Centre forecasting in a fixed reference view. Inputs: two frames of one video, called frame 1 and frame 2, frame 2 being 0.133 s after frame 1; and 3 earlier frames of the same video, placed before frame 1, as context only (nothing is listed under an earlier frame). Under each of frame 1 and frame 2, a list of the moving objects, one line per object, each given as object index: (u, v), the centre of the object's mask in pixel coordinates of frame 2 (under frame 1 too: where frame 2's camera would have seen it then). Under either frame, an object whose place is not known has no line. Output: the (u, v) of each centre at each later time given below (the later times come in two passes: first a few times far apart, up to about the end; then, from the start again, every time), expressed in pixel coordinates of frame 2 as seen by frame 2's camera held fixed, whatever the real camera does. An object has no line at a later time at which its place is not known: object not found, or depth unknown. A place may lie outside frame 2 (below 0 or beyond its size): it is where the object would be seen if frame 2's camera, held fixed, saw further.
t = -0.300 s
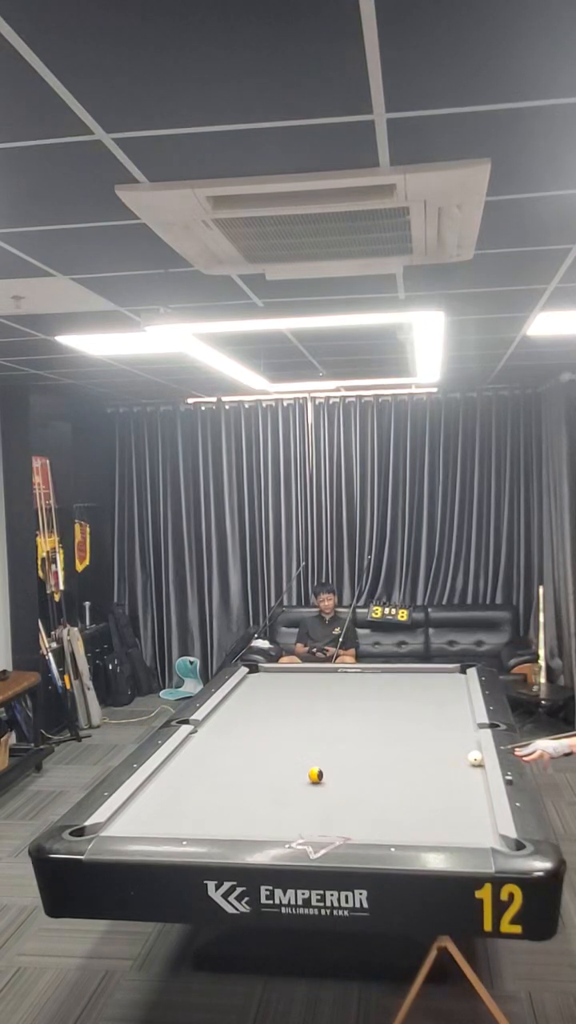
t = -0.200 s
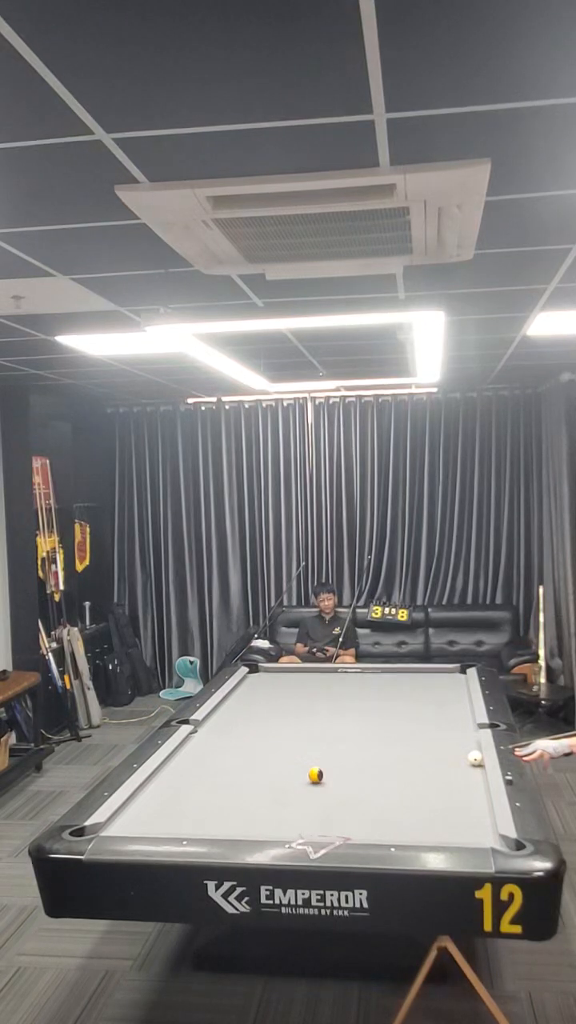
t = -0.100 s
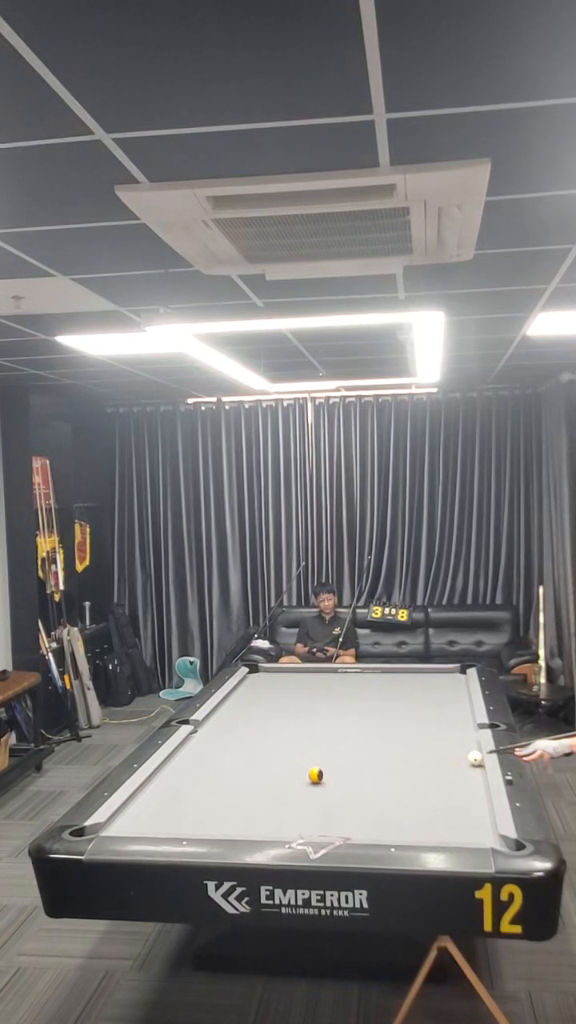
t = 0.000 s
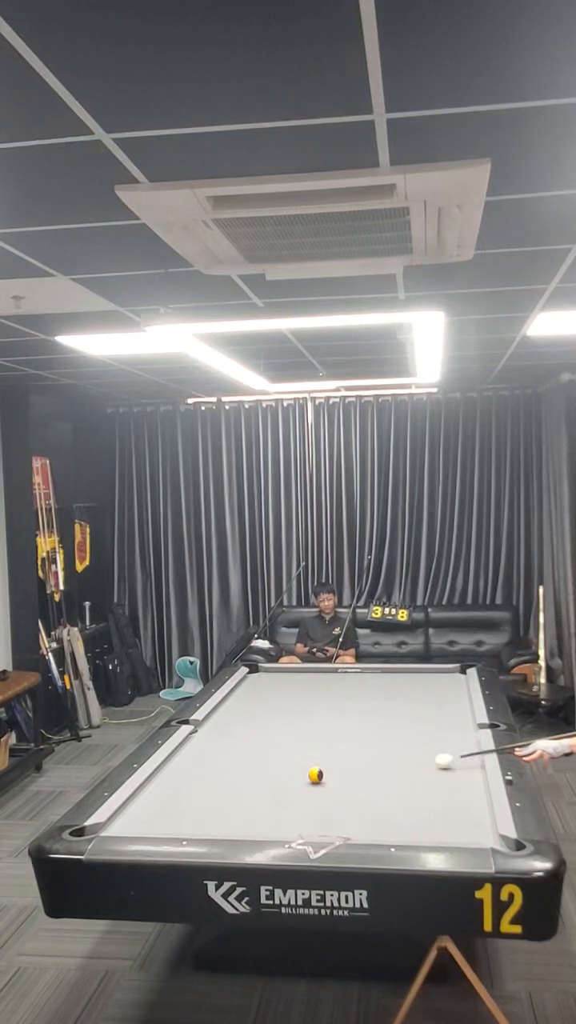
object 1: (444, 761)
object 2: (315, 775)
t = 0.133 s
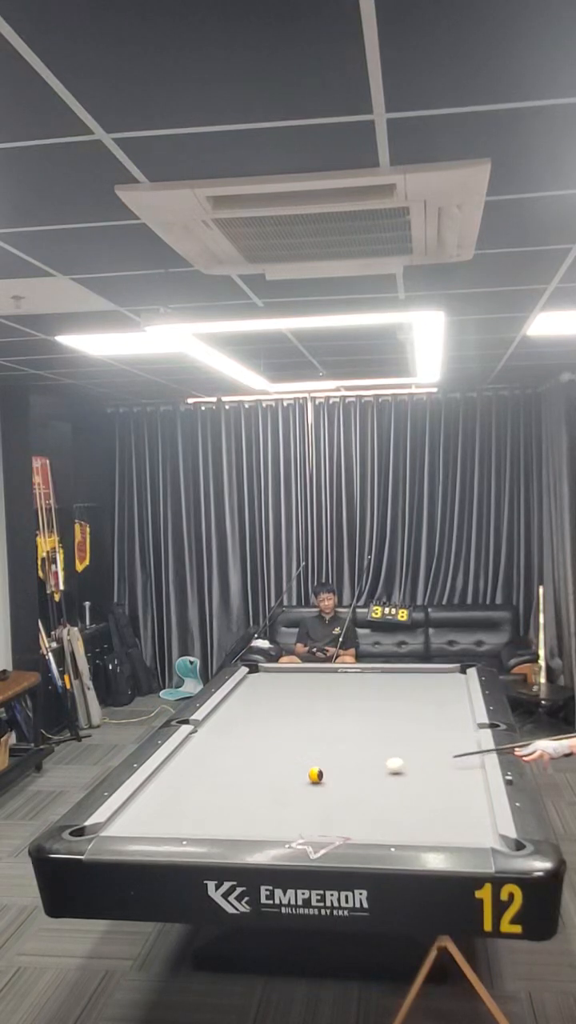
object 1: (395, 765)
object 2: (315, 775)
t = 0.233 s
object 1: (358, 769)
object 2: (315, 775)
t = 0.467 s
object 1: (308, 768)
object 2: (276, 786)
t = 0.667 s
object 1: (277, 765)
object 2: (235, 797)
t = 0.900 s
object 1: (243, 761)
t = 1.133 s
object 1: (212, 757)
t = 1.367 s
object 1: (182, 754)
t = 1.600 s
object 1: (192, 753)
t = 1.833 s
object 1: (209, 751)
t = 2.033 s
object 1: (222, 751)
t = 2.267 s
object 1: (238, 750)
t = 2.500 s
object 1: (251, 749)
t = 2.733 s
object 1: (264, 748)
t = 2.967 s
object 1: (276, 748)
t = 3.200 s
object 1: (286, 747)
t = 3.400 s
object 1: (295, 747)
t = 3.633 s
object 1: (304, 746)
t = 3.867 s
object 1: (312, 746)
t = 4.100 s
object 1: (319, 746)
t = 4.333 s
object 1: (325, 745)
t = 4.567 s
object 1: (330, 745)
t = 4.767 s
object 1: (334, 745)
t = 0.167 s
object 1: (382, 767)
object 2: (315, 775)
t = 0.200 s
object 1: (370, 768)
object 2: (315, 775)
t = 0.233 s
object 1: (358, 769)
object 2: (315, 775)
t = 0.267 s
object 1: (345, 770)
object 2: (315, 775)
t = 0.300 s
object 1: (333, 772)
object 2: (315, 775)
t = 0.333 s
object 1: (325, 771)
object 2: (309, 776)
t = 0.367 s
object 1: (322, 770)
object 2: (300, 779)
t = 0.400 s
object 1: (318, 770)
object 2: (292, 781)
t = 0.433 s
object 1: (313, 769)
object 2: (283, 784)
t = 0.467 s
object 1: (308, 768)
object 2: (276, 786)
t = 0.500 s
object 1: (303, 767)
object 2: (269, 788)
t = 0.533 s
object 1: (298, 767)
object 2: (262, 789)
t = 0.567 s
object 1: (292, 766)
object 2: (255, 791)
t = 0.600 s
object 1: (287, 766)
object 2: (249, 792)
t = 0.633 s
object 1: (282, 765)
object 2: (242, 794)
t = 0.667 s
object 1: (277, 765)
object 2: (235, 797)
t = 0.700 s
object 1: (272, 764)
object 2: (228, 799)
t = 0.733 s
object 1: (267, 764)
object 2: (221, 800)
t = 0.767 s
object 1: (262, 763)
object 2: (214, 802)
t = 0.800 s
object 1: (257, 762)
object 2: (206, 803)
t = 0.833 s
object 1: (253, 762)
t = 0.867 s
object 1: (248, 761)
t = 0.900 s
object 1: (243, 761)
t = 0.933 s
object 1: (239, 760)
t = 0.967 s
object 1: (234, 760)
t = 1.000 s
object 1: (229, 759)
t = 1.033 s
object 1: (225, 759)
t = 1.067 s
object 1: (220, 758)
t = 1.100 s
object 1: (216, 757)
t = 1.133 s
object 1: (212, 757)
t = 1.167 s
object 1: (208, 757)
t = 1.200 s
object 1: (203, 756)
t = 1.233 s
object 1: (199, 756)
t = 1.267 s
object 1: (194, 756)
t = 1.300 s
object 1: (190, 755)
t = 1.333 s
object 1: (186, 755)
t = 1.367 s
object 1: (182, 754)
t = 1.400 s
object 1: (177, 754)
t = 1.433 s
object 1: (179, 754)
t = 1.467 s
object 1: (182, 753)
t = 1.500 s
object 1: (185, 753)
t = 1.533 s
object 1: (187, 753)
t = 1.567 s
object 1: (190, 753)
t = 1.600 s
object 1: (192, 753)
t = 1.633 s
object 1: (194, 752)
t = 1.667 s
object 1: (197, 752)
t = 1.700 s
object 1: (199, 752)
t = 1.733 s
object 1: (202, 752)
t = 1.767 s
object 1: (204, 752)
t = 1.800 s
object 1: (207, 752)
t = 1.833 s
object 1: (209, 751)
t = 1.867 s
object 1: (211, 751)
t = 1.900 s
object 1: (214, 751)
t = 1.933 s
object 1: (216, 751)
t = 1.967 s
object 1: (218, 751)
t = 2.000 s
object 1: (220, 751)
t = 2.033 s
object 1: (222, 751)
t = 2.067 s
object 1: (225, 751)
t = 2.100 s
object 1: (227, 751)
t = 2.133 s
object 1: (229, 750)
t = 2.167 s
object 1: (231, 750)
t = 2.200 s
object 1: (233, 750)
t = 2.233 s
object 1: (236, 750)
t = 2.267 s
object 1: (238, 750)
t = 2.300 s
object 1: (239, 750)
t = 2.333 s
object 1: (241, 750)
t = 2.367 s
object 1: (243, 750)
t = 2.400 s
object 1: (245, 750)
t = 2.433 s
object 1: (247, 750)
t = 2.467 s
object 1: (249, 750)
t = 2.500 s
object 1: (251, 749)
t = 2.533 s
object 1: (253, 749)
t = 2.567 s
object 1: (255, 749)
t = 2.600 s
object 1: (257, 749)
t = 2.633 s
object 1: (258, 749)
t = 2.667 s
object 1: (260, 749)
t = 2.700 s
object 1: (262, 749)
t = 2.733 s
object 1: (264, 748)
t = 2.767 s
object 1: (266, 748)
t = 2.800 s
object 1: (268, 748)
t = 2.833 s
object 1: (269, 748)
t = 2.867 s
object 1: (271, 749)
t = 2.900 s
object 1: (273, 748)
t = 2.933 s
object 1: (274, 748)
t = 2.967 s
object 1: (276, 748)
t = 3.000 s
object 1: (277, 748)
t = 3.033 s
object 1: (279, 748)
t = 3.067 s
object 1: (280, 748)
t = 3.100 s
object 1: (282, 748)
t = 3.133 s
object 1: (284, 748)
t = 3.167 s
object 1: (285, 747)
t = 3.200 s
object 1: (286, 747)
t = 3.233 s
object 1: (288, 747)
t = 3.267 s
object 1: (290, 747)
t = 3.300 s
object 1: (291, 747)
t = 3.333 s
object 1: (292, 747)
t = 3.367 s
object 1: (294, 747)
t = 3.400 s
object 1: (295, 747)
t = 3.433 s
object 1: (296, 747)
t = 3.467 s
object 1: (298, 747)
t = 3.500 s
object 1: (299, 747)
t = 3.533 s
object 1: (300, 747)
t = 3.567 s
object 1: (302, 747)
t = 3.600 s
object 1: (303, 747)
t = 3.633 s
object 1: (304, 746)
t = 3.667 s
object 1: (306, 746)
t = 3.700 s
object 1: (307, 746)
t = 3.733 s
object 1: (308, 746)
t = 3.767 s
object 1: (309, 746)
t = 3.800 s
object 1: (310, 746)
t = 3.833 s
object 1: (311, 746)
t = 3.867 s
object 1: (312, 746)
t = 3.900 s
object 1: (313, 746)
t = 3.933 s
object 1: (314, 746)
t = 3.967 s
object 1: (315, 746)
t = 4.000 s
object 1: (317, 746)
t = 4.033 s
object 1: (317, 746)
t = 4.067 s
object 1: (318, 746)
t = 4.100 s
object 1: (319, 746)
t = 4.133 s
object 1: (320, 746)
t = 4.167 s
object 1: (321, 746)
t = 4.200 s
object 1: (322, 746)
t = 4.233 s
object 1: (323, 746)
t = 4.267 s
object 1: (324, 746)
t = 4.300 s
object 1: (325, 746)
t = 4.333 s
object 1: (325, 745)
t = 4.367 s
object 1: (326, 745)
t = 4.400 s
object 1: (327, 745)
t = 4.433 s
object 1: (328, 745)
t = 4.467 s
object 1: (328, 745)
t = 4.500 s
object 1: (329, 745)
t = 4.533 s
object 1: (330, 745)
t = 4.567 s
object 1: (330, 745)
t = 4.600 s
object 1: (331, 745)
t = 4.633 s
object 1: (332, 745)
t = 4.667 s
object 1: (332, 745)
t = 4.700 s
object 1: (333, 745)
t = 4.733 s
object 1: (333, 745)
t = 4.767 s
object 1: (334, 745)
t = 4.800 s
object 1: (335, 745)
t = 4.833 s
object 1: (335, 745)
